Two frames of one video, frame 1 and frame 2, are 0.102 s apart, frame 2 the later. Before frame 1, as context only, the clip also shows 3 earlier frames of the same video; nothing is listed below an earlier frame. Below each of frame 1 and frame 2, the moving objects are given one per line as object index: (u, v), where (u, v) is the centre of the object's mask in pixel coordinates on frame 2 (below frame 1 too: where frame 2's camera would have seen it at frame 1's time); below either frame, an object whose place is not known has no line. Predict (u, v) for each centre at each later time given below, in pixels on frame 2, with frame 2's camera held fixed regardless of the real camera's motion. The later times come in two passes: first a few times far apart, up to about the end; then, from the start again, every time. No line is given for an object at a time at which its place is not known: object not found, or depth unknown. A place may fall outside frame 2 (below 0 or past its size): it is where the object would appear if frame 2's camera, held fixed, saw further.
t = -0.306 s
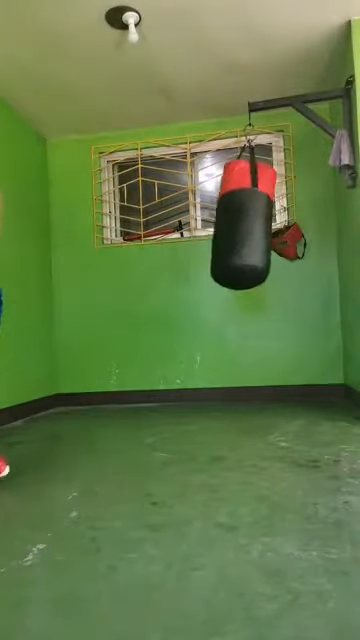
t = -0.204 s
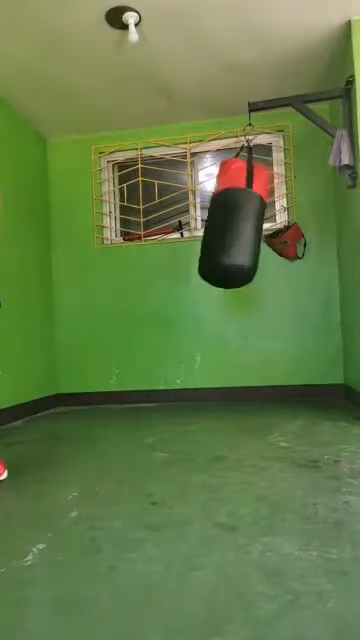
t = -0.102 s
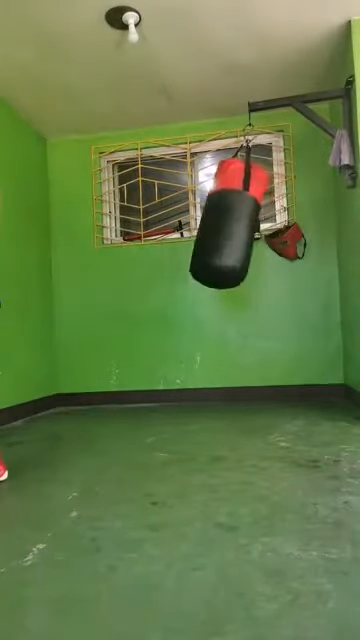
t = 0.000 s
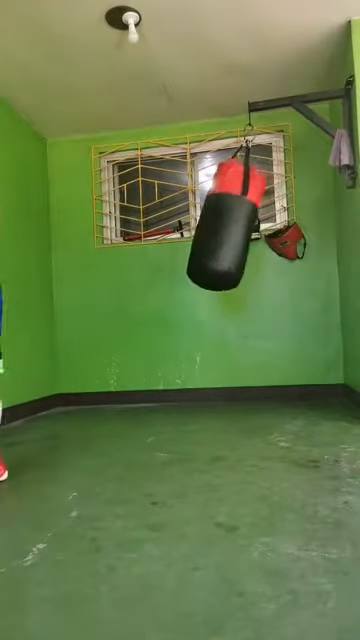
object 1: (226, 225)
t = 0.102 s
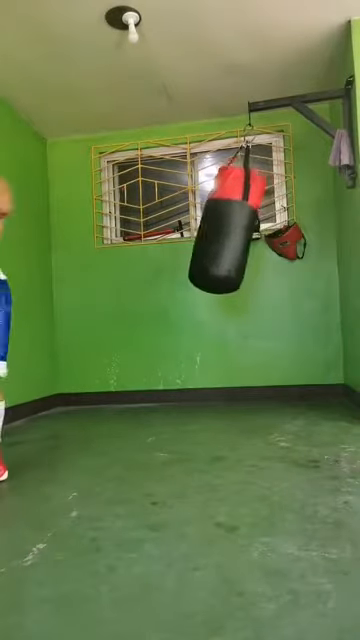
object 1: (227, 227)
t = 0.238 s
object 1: (232, 233)
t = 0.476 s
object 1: (251, 235)
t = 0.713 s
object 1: (270, 232)
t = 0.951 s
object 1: (283, 228)
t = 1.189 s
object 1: (280, 228)
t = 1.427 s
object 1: (260, 227)
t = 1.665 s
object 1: (237, 225)
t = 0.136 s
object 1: (228, 230)
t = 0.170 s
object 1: (229, 231)
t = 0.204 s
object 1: (230, 232)
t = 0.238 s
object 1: (232, 233)
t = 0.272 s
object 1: (234, 234)
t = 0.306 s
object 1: (237, 235)
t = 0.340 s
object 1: (239, 235)
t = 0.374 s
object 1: (242, 236)
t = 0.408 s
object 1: (245, 236)
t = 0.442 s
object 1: (248, 236)
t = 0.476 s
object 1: (251, 235)
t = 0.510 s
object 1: (254, 235)
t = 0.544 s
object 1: (257, 233)
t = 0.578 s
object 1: (260, 232)
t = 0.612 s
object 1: (263, 234)
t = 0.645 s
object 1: (266, 234)
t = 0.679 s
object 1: (268, 233)
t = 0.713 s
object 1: (270, 232)
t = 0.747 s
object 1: (272, 232)
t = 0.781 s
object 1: (274, 229)
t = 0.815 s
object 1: (276, 229)
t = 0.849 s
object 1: (278, 227)
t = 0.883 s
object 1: (280, 227)
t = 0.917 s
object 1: (282, 229)
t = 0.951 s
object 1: (283, 228)
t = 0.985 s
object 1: (282, 227)
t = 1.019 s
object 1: (283, 227)
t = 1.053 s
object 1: (283, 227)
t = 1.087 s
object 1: (283, 228)
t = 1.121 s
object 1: (282, 228)
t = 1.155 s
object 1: (281, 228)
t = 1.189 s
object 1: (280, 228)
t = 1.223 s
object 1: (277, 227)
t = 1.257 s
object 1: (276, 228)
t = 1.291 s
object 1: (273, 228)
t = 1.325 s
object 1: (270, 227)
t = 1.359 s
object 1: (267, 228)
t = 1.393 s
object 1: (264, 227)
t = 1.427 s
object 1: (260, 227)
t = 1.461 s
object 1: (257, 226)
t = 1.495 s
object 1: (253, 226)
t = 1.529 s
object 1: (250, 226)
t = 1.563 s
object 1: (246, 226)
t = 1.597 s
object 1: (243, 225)
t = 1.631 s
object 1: (240, 225)
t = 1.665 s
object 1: (237, 225)
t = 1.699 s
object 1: (234, 225)
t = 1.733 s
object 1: (232, 224)
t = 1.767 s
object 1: (230, 225)
